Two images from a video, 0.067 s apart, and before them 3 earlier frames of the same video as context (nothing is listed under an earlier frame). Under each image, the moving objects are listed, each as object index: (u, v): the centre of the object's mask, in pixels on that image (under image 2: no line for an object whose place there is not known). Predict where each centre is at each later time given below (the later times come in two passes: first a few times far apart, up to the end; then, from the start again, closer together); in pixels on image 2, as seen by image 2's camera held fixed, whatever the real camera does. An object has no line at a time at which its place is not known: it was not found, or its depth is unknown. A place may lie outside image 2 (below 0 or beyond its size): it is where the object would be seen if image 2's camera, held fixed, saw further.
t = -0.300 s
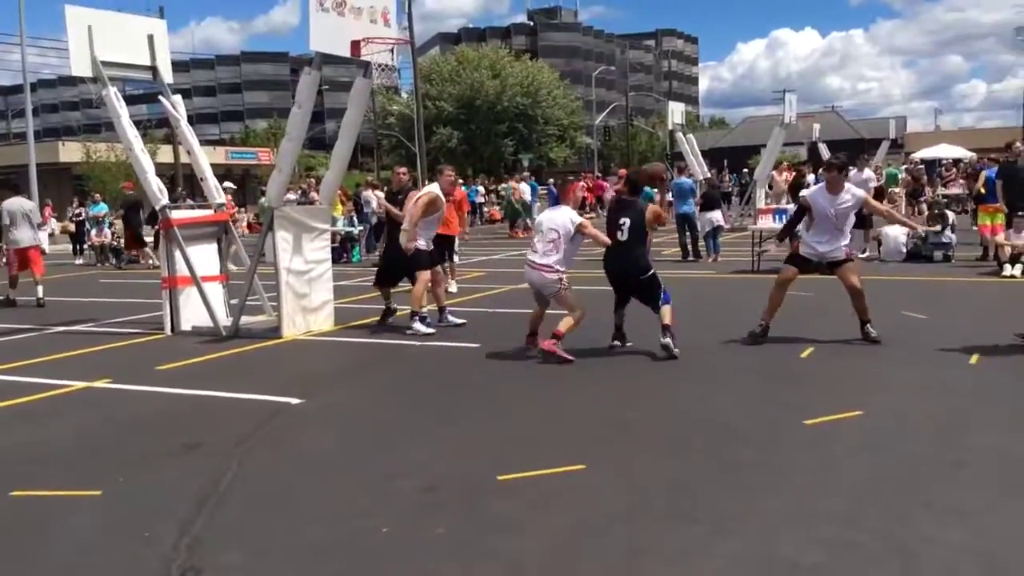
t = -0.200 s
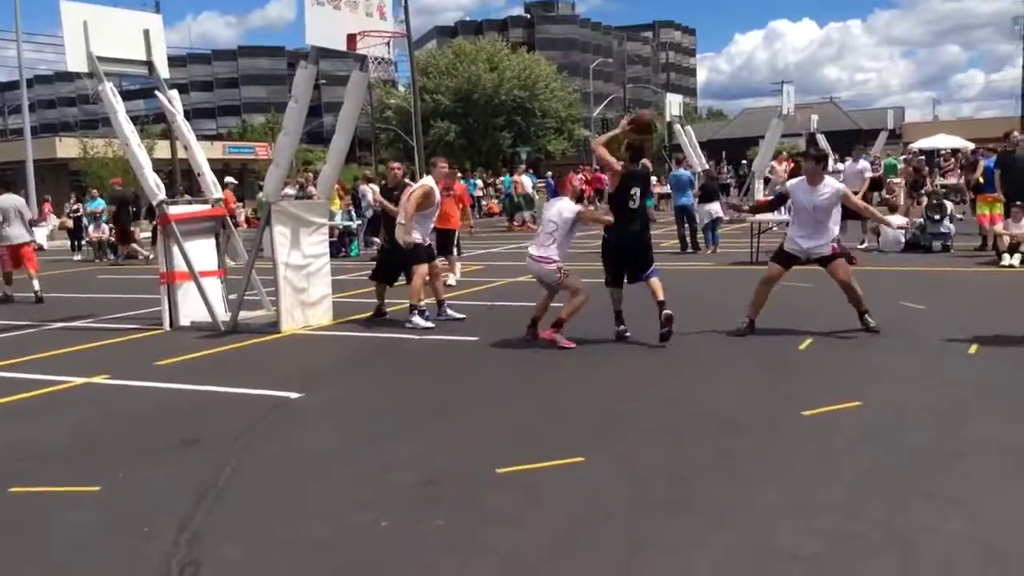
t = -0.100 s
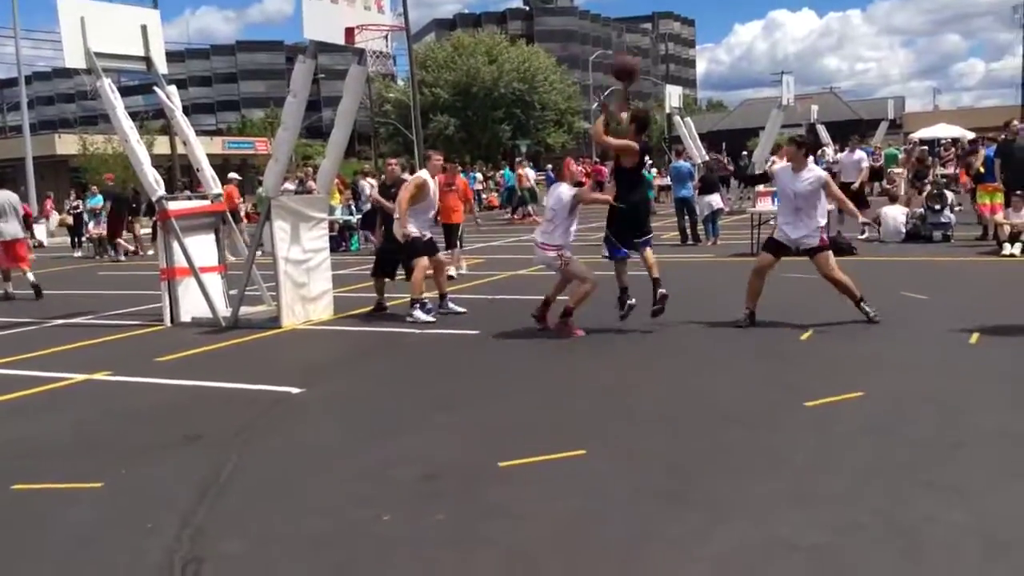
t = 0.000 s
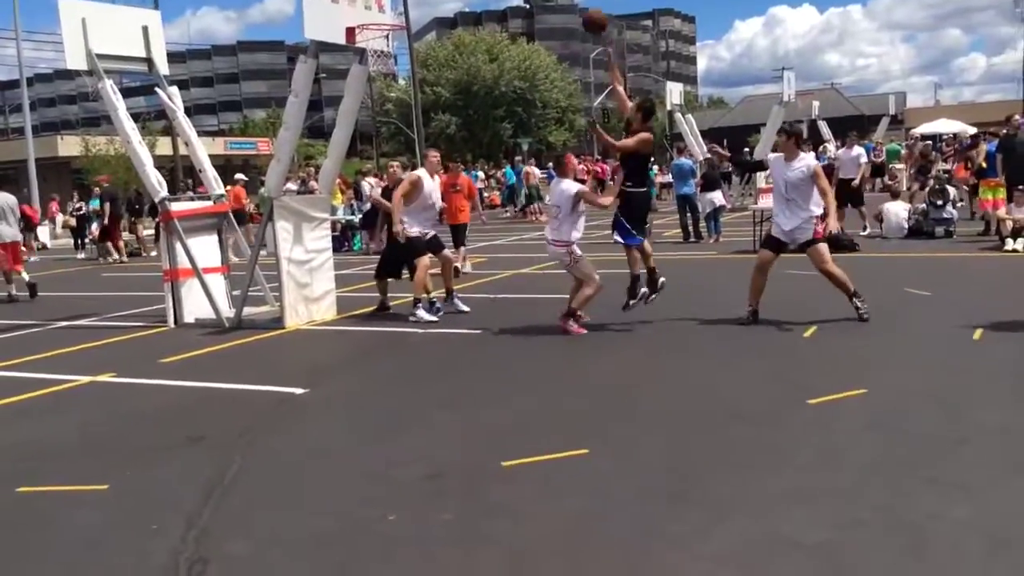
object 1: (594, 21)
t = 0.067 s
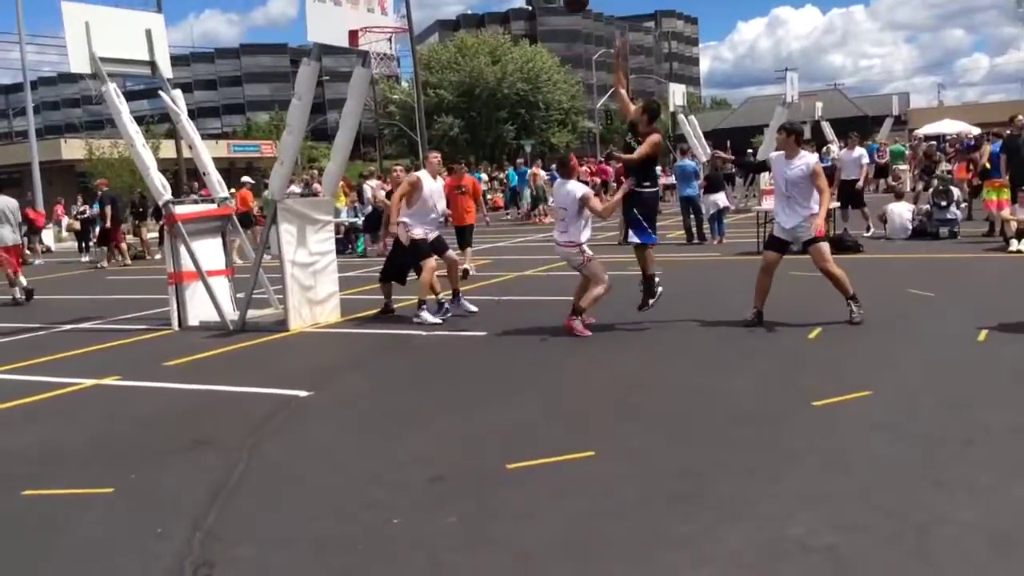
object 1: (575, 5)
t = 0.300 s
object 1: (501, -41)
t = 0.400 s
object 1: (476, -44)
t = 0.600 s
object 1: (426, -9)
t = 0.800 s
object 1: (385, 24)
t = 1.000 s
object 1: (378, 20)
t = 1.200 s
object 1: (394, 20)
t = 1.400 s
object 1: (389, 48)
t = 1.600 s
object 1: (382, 83)
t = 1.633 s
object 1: (380, 91)
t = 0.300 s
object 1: (501, -41)
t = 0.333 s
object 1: (493, -46)
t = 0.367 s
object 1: (484, -45)
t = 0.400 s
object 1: (476, -44)
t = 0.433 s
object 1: (467, -40)
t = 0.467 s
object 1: (459, -36)
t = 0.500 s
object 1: (450, -31)
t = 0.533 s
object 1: (442, -24)
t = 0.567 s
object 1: (434, -17)
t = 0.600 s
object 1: (426, -9)
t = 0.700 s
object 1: (402, 19)
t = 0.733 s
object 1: (396, 19)
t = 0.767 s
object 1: (390, 20)
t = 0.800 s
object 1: (385, 24)
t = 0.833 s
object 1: (380, 28)
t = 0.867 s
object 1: (378, 26)
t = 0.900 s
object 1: (377, 24)
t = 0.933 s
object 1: (376, 23)
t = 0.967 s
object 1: (375, 23)
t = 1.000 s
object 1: (378, 20)
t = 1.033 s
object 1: (381, 18)
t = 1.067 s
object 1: (385, 17)
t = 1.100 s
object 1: (388, 17)
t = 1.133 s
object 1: (392, 18)
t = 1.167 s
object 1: (395, 20)
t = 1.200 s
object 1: (394, 20)
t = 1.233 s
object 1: (394, 24)
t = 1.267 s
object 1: (393, 28)
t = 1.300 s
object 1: (392, 32)
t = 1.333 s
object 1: (391, 37)
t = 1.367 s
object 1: (390, 42)
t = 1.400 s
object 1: (389, 48)
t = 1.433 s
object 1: (388, 54)
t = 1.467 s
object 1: (387, 59)
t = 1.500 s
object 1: (386, 65)
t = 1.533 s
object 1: (385, 72)
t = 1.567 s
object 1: (383, 77)
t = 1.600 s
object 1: (382, 83)
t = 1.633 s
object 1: (380, 91)
